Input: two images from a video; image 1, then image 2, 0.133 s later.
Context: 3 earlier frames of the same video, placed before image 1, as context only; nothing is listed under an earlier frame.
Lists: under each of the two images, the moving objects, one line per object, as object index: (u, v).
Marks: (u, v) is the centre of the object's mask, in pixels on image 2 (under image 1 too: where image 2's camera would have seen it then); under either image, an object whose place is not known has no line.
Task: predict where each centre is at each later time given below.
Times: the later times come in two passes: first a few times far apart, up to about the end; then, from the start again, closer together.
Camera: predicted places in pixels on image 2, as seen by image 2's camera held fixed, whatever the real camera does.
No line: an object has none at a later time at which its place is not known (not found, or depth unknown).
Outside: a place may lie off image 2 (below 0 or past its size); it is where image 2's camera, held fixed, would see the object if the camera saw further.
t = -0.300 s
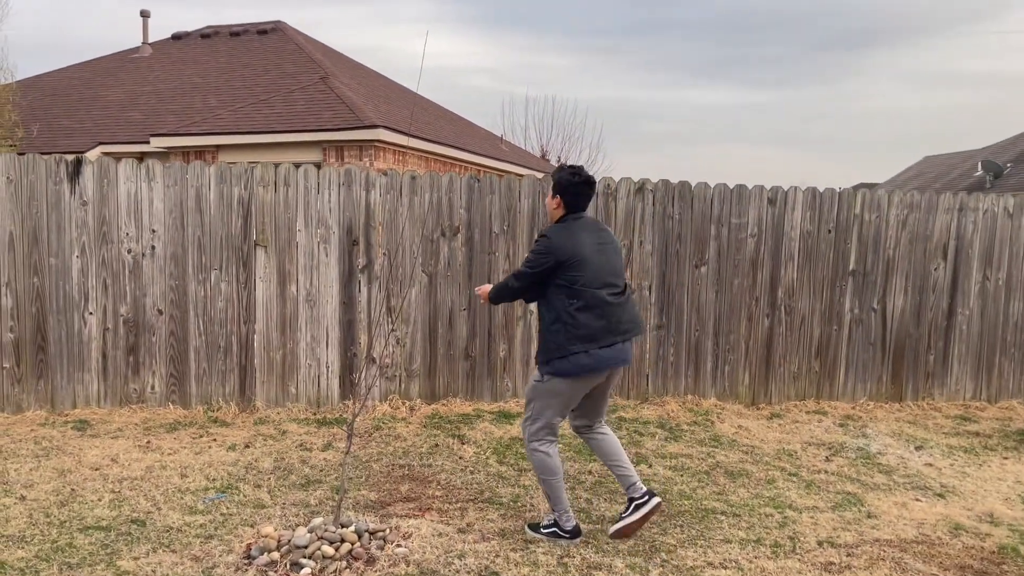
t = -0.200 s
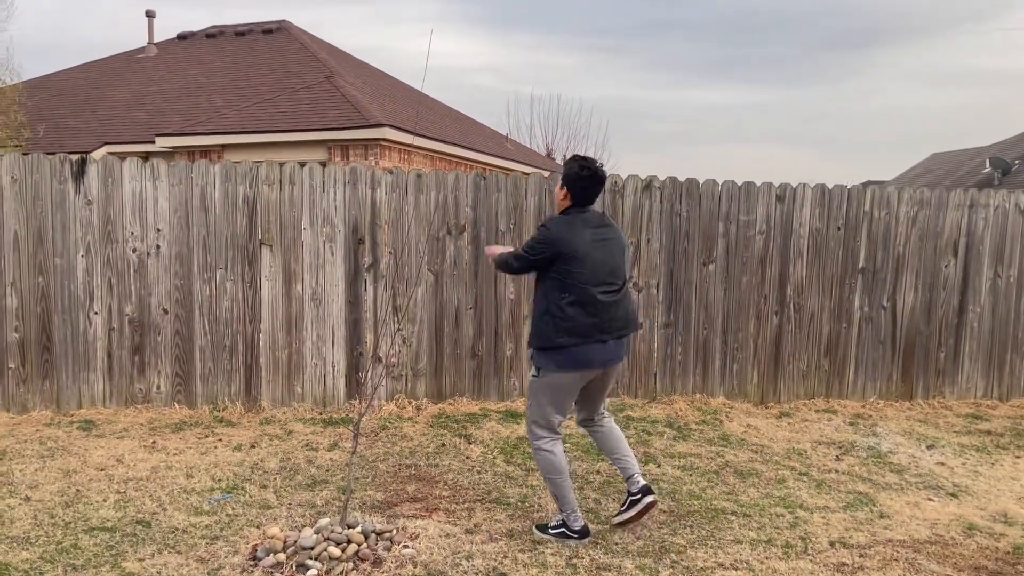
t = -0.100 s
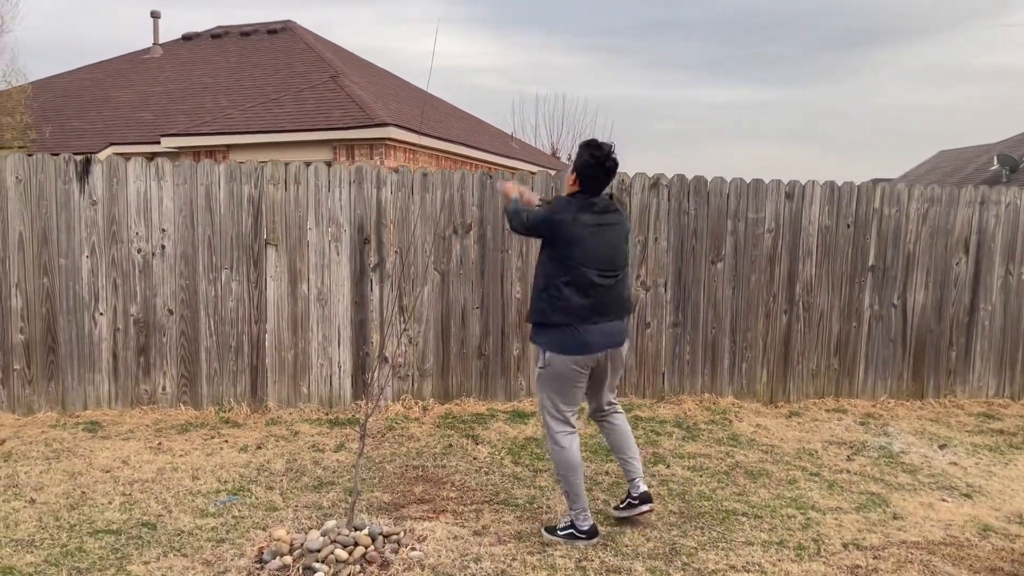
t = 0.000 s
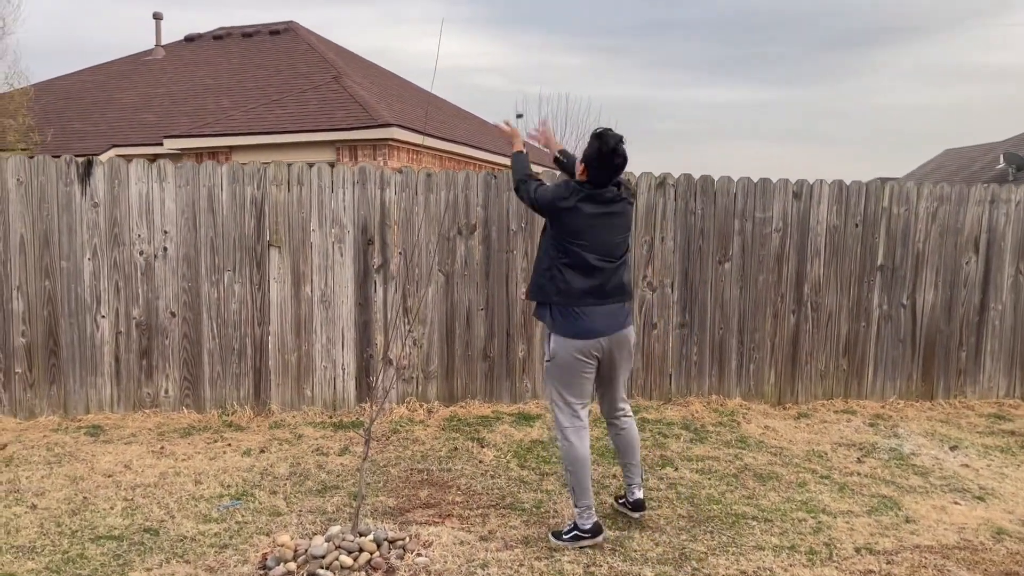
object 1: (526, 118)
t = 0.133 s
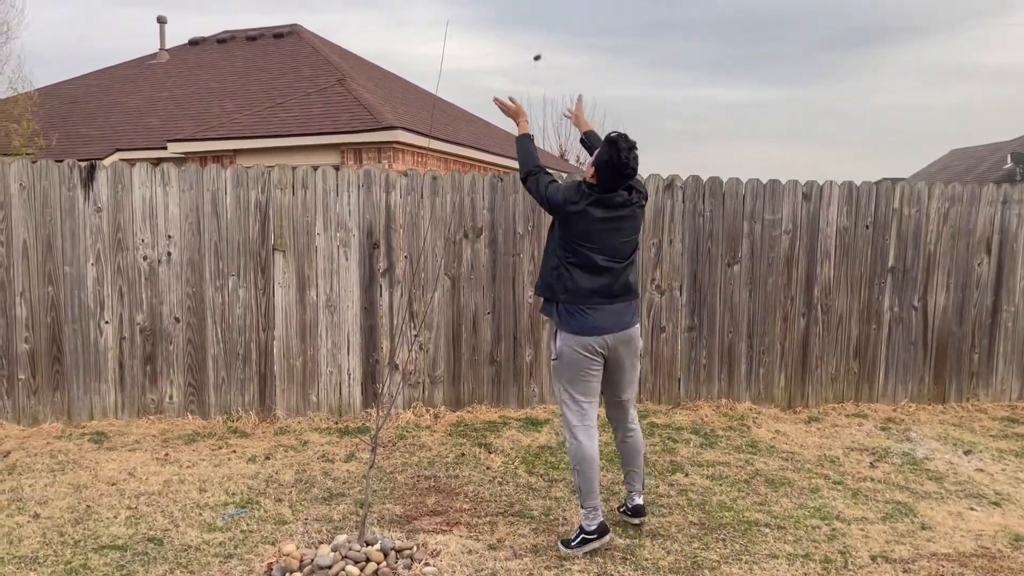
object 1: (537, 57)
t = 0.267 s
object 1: (548, 32)
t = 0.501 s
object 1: (563, 68)
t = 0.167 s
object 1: (540, 48)
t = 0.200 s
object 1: (542, 40)
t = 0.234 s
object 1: (545, 35)
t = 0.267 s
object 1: (548, 32)
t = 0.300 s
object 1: (550, 30)
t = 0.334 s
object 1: (552, 31)
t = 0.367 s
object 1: (555, 34)
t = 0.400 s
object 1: (557, 40)
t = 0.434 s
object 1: (559, 47)
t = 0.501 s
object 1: (563, 68)
